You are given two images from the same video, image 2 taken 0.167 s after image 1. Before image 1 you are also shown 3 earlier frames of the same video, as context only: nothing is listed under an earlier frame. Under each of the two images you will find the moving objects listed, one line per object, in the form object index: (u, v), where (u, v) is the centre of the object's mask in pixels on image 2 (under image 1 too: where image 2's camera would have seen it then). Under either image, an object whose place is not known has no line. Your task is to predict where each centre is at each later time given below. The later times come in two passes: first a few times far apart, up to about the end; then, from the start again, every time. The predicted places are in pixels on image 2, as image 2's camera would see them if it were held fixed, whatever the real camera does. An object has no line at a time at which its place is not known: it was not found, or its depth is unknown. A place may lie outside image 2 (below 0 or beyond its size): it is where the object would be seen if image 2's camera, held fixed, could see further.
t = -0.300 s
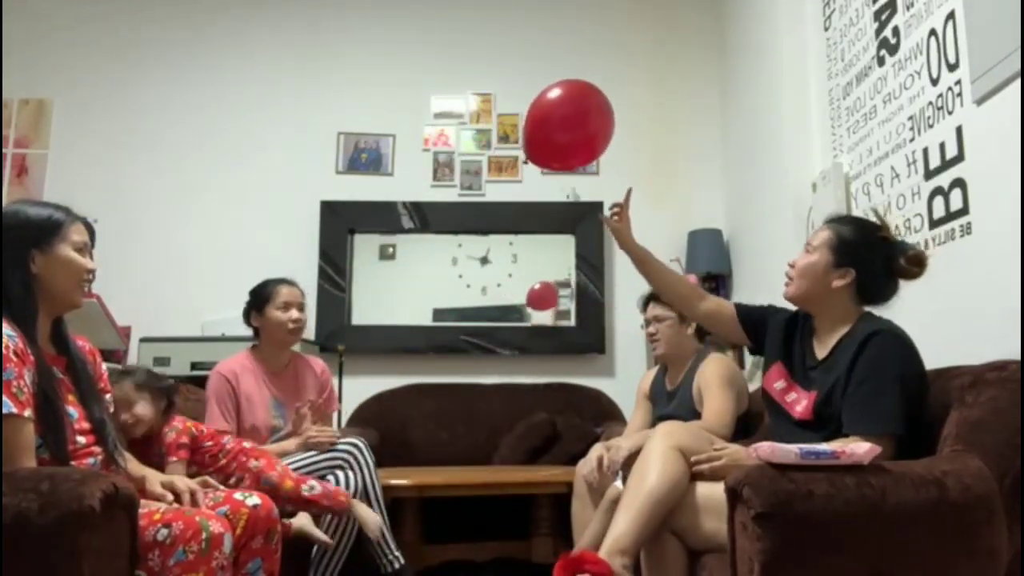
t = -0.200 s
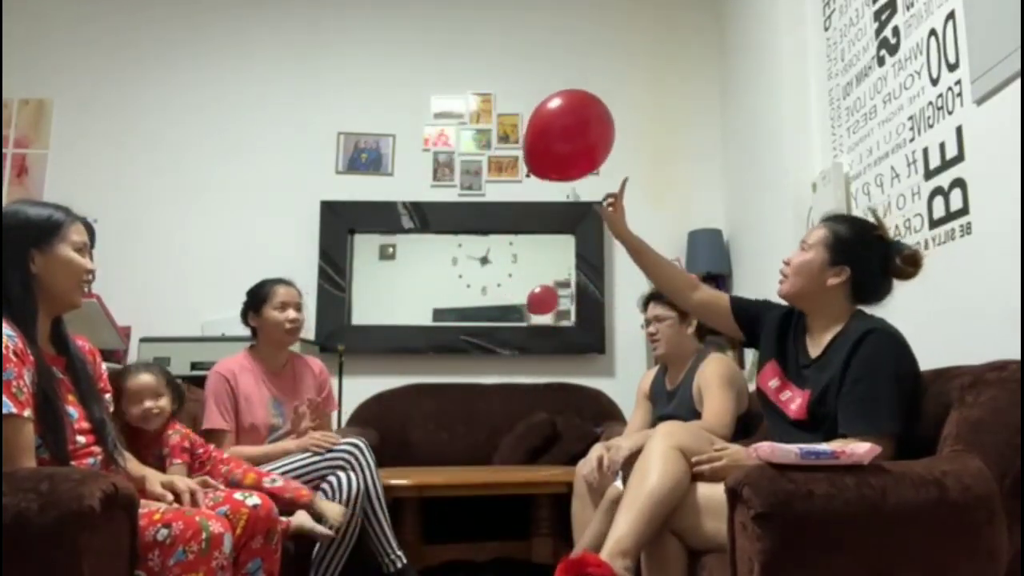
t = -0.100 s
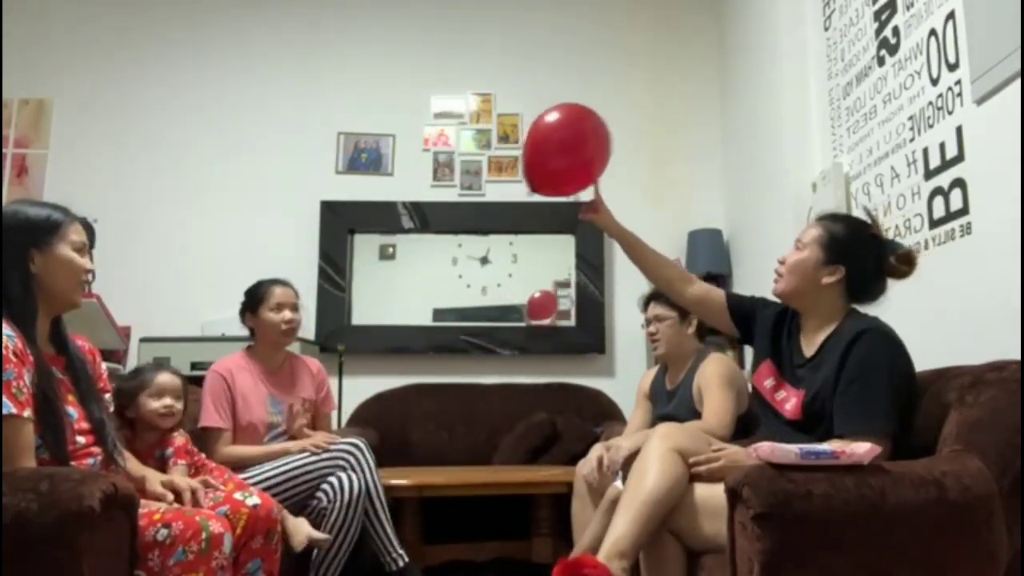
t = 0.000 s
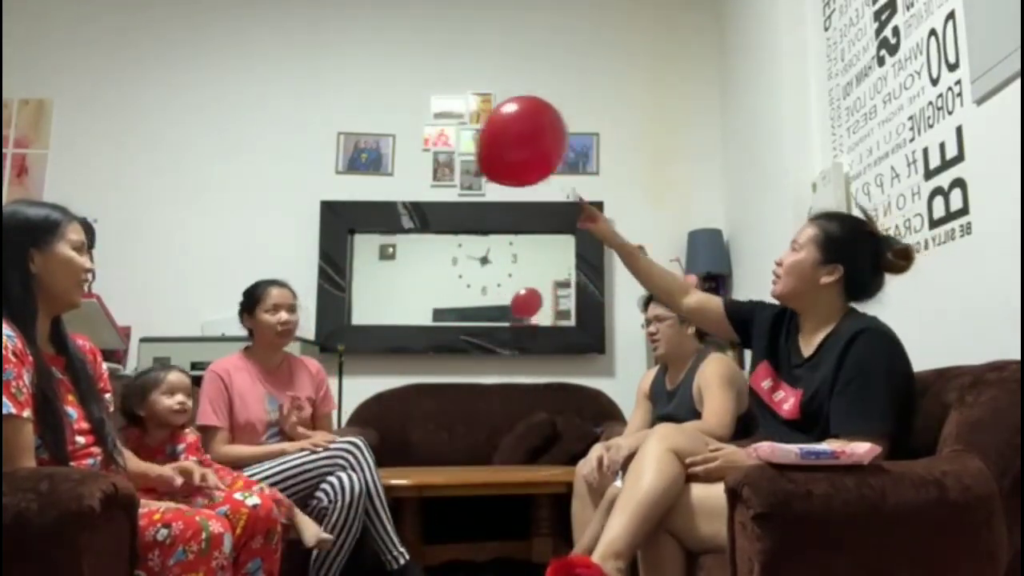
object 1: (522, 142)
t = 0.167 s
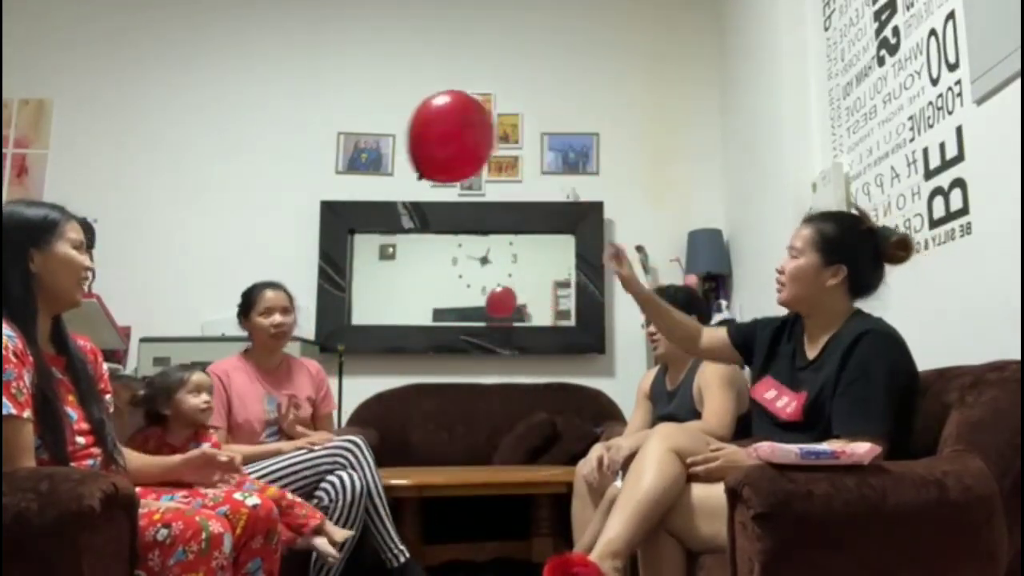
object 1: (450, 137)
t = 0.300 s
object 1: (399, 141)
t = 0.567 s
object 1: (315, 173)
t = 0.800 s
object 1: (270, 227)
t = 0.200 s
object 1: (436, 138)
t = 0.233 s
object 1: (423, 138)
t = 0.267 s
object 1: (411, 139)
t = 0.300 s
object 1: (399, 141)
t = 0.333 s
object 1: (386, 143)
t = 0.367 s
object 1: (375, 146)
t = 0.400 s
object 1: (364, 149)
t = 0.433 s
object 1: (353, 153)
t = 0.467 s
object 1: (343, 157)
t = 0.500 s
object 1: (333, 162)
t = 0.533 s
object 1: (324, 167)
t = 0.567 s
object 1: (315, 173)
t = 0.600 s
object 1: (307, 179)
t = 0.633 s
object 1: (299, 185)
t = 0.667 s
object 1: (292, 193)
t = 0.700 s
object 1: (286, 200)
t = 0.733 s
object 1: (280, 209)
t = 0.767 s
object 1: (275, 217)
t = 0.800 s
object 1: (270, 227)
